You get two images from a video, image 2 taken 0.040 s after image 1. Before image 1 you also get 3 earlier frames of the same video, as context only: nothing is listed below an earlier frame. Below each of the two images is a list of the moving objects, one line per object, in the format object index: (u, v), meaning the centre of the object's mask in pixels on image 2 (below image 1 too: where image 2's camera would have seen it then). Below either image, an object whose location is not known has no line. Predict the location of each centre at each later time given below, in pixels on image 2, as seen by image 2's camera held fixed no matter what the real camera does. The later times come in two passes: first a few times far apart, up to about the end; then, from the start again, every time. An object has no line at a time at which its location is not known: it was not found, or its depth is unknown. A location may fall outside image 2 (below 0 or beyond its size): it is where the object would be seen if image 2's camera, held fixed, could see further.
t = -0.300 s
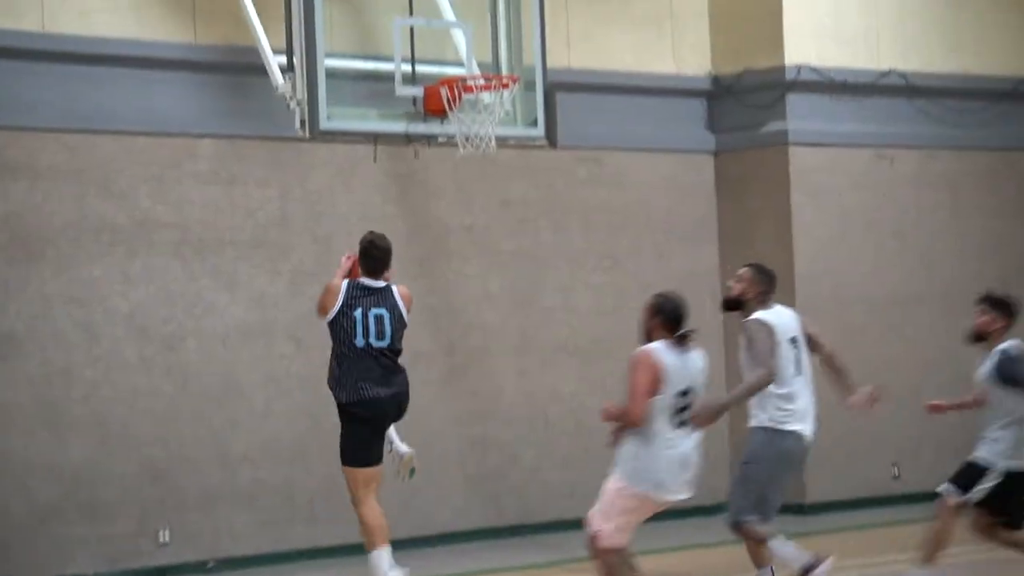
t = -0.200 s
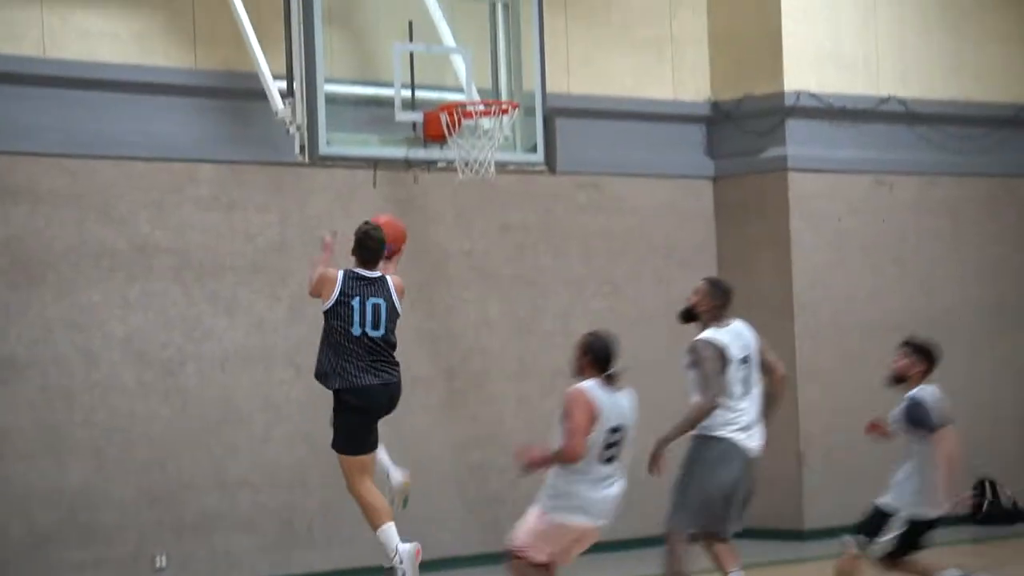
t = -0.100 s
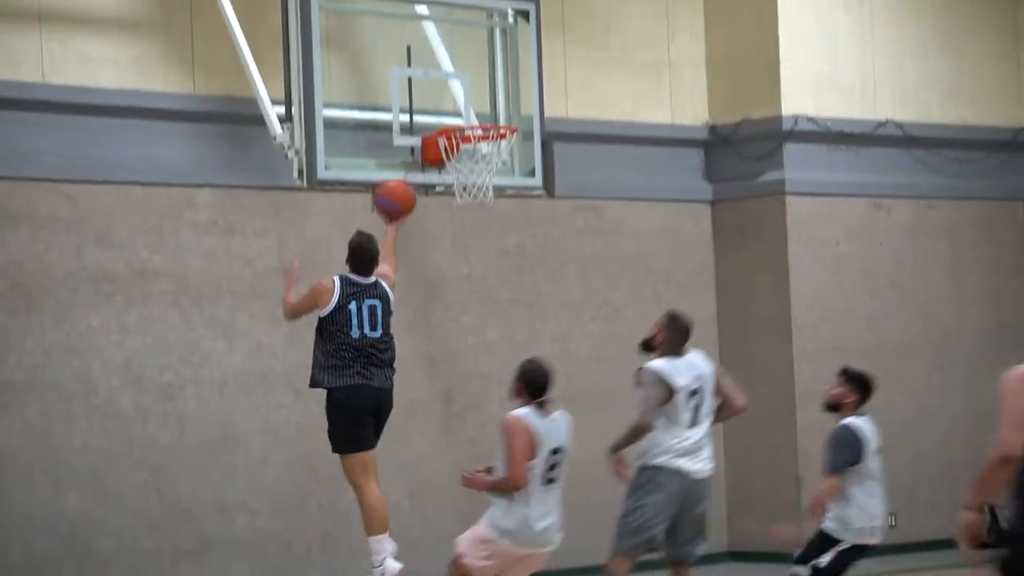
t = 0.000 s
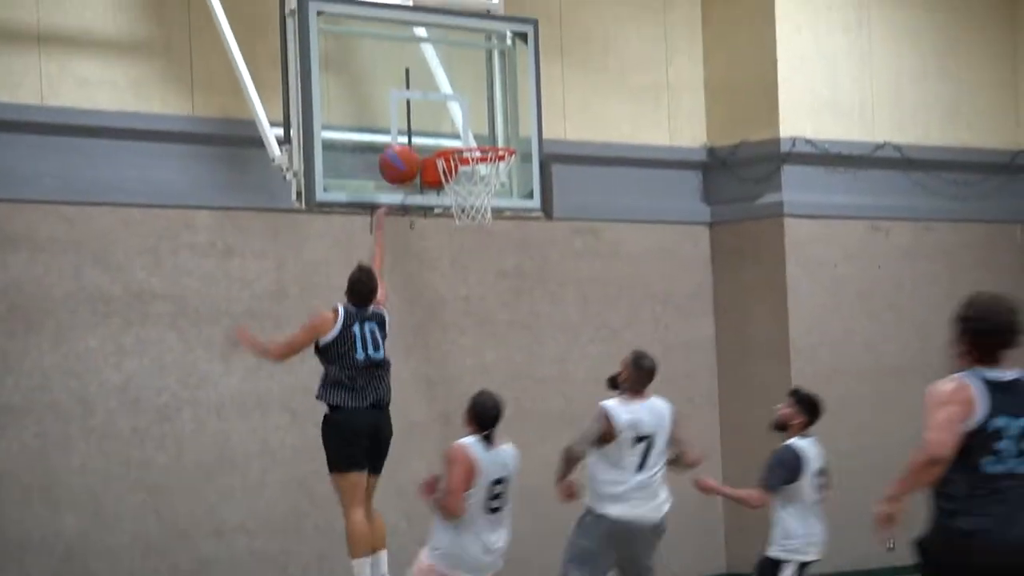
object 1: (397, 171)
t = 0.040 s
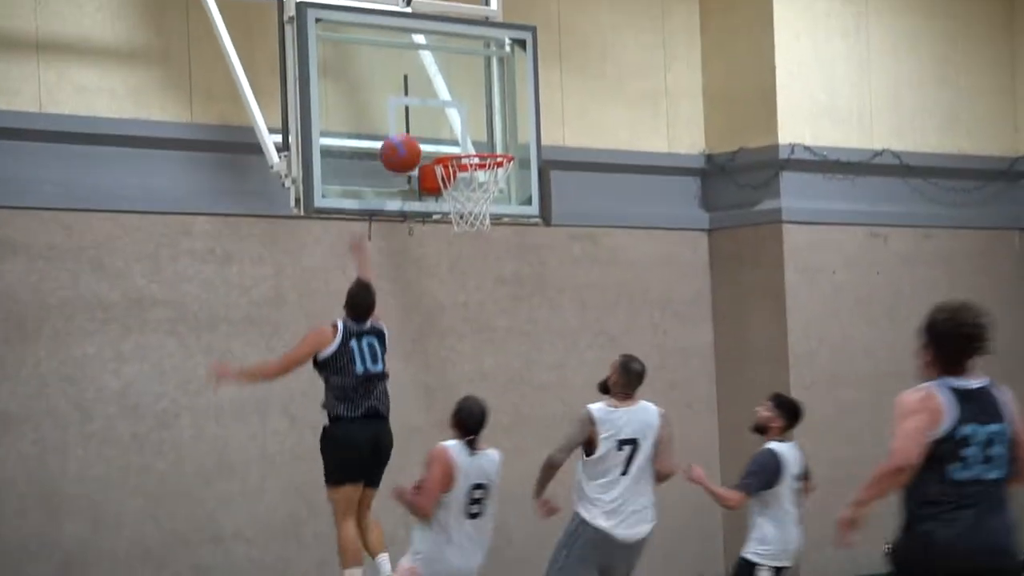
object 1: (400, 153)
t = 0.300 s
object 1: (456, 117)
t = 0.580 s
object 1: (468, 137)
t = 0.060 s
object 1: (402, 146)
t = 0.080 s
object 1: (403, 140)
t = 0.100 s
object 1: (404, 133)
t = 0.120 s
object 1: (405, 128)
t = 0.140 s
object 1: (408, 124)
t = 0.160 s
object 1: (414, 121)
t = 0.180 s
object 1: (420, 118)
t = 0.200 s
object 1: (426, 116)
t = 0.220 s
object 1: (432, 115)
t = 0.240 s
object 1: (438, 115)
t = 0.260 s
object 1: (444, 115)
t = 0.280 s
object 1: (450, 115)
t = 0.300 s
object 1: (456, 117)
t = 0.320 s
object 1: (462, 118)
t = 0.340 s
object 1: (469, 121)
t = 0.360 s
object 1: (475, 125)
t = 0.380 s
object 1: (481, 129)
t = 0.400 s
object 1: (487, 133)
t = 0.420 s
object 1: (493, 138)
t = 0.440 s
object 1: (497, 140)
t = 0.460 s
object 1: (493, 138)
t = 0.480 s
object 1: (489, 137)
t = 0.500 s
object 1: (485, 136)
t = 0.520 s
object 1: (480, 136)
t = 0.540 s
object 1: (476, 136)
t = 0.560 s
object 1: (473, 136)
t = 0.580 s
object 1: (468, 137)
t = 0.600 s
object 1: (464, 138)
